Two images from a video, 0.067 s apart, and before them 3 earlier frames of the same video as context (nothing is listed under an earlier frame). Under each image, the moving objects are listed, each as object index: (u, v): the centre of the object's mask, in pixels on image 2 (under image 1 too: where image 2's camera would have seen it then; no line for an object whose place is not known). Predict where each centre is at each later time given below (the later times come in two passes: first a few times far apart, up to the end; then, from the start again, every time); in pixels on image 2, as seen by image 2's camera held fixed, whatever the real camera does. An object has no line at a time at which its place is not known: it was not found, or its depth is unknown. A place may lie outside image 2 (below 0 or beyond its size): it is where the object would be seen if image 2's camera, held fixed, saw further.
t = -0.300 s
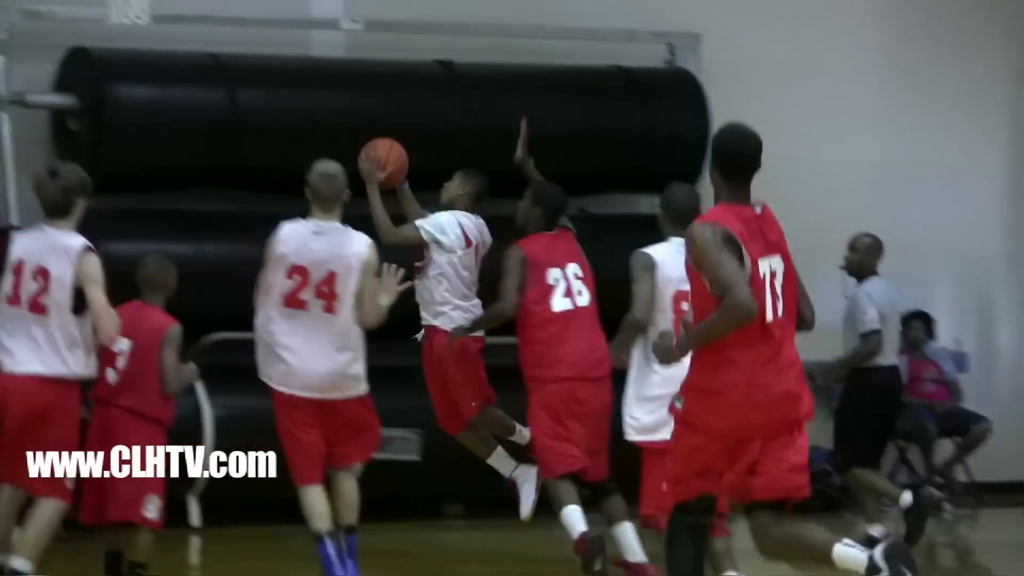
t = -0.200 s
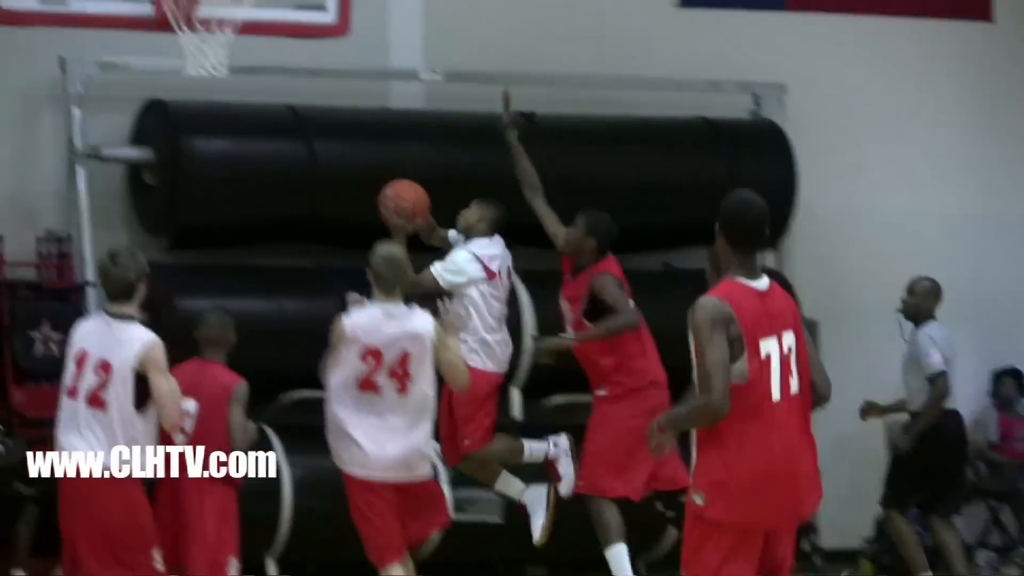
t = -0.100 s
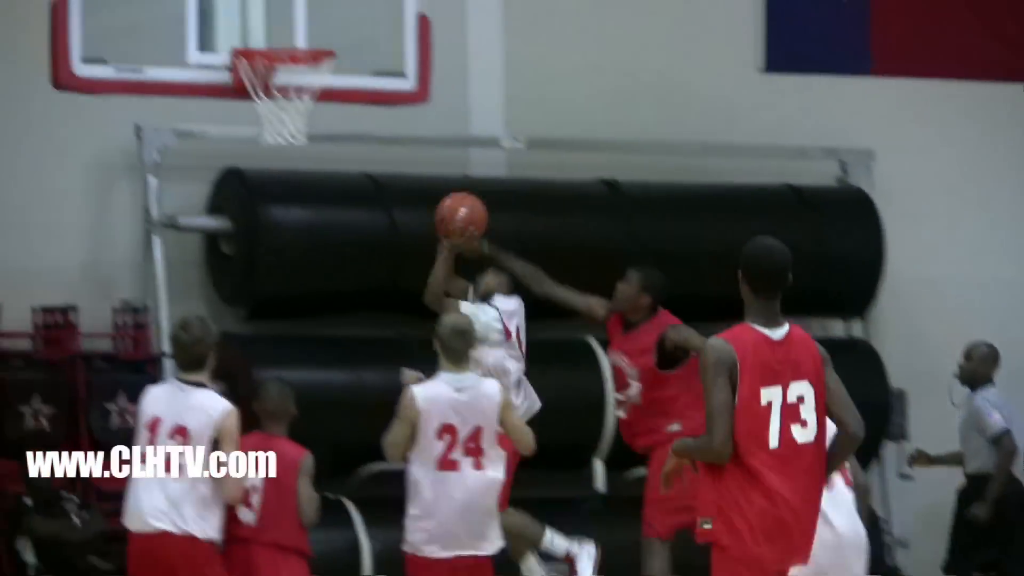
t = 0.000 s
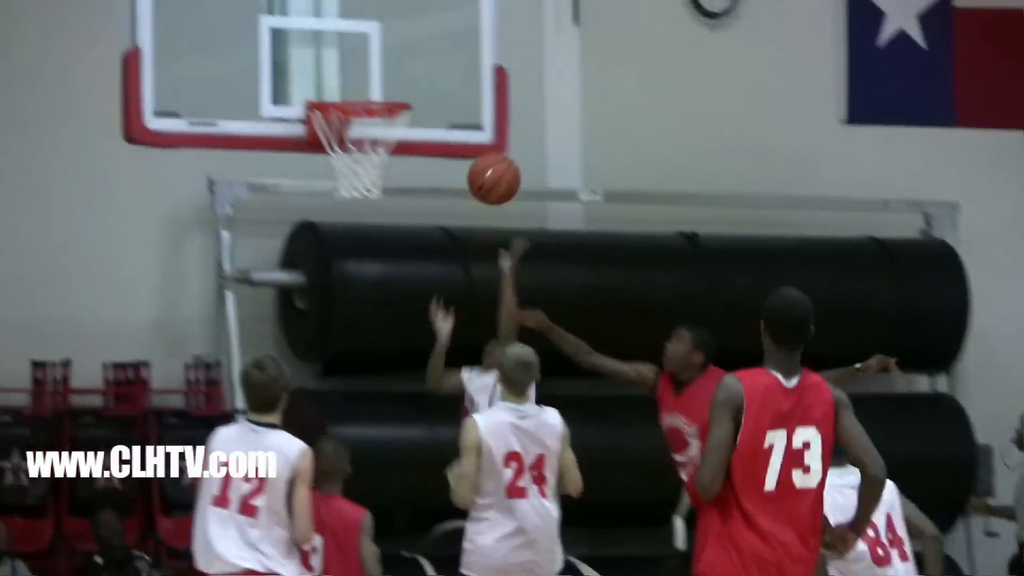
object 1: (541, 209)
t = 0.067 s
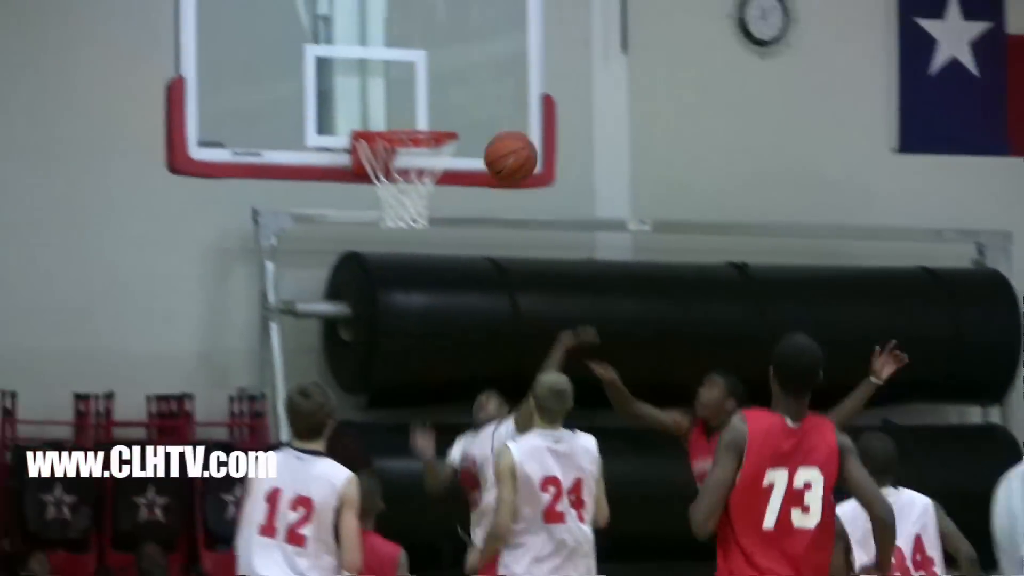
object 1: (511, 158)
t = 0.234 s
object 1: (436, 71)
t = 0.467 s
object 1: (408, 77)
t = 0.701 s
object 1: (418, 186)
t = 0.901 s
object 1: (431, 284)
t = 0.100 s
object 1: (496, 135)
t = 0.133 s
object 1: (481, 115)
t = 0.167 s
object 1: (466, 98)
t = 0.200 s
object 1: (451, 83)
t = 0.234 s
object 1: (436, 71)
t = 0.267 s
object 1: (421, 61)
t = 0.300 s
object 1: (415, 57)
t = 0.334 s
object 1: (414, 56)
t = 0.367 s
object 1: (413, 59)
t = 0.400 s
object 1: (411, 62)
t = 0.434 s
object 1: (409, 68)
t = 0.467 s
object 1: (408, 77)
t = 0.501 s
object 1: (407, 89)
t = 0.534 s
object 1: (406, 103)
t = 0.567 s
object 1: (405, 114)
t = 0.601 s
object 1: (405, 139)
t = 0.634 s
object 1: (409, 153)
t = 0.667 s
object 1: (414, 167)
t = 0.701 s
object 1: (418, 186)
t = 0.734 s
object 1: (421, 199)
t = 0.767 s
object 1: (423, 224)
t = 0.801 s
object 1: (425, 229)
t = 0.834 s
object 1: (426, 244)
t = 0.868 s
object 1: (428, 264)
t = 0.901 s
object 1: (431, 284)
